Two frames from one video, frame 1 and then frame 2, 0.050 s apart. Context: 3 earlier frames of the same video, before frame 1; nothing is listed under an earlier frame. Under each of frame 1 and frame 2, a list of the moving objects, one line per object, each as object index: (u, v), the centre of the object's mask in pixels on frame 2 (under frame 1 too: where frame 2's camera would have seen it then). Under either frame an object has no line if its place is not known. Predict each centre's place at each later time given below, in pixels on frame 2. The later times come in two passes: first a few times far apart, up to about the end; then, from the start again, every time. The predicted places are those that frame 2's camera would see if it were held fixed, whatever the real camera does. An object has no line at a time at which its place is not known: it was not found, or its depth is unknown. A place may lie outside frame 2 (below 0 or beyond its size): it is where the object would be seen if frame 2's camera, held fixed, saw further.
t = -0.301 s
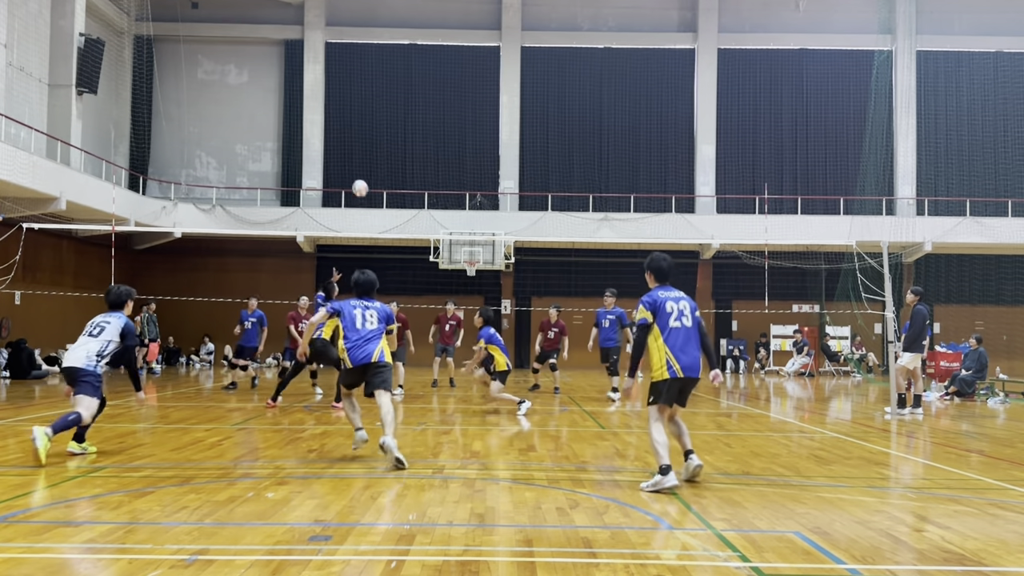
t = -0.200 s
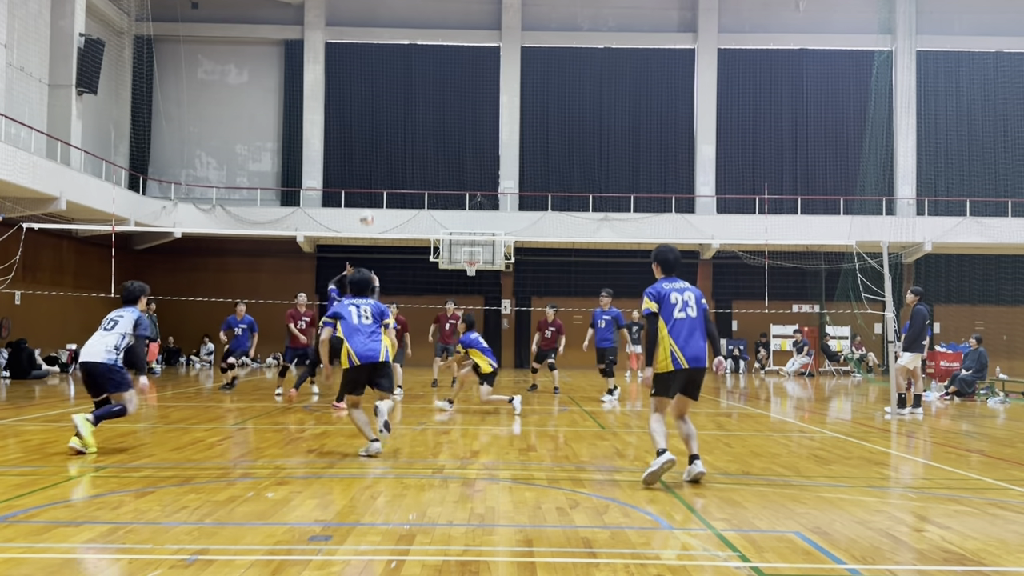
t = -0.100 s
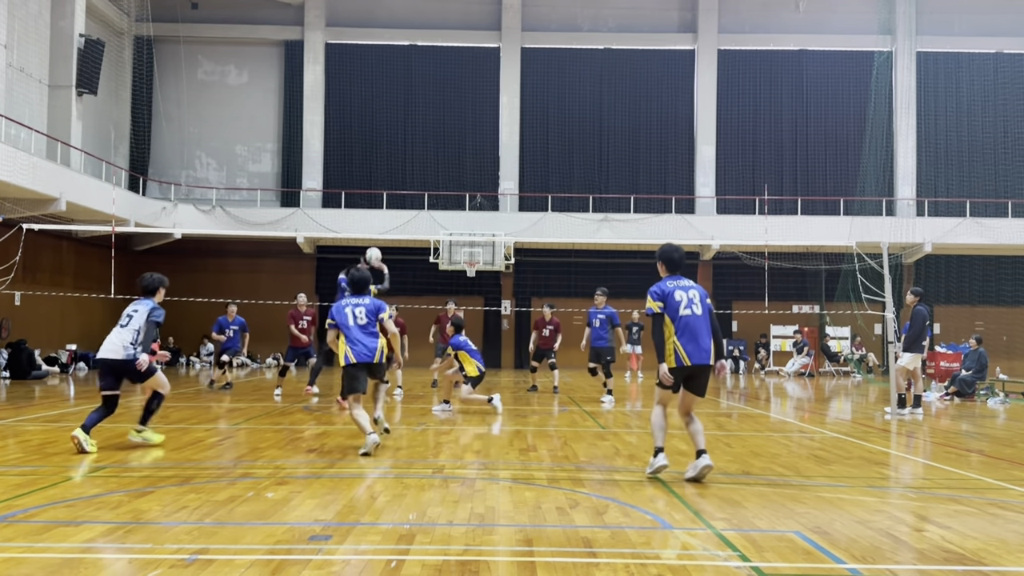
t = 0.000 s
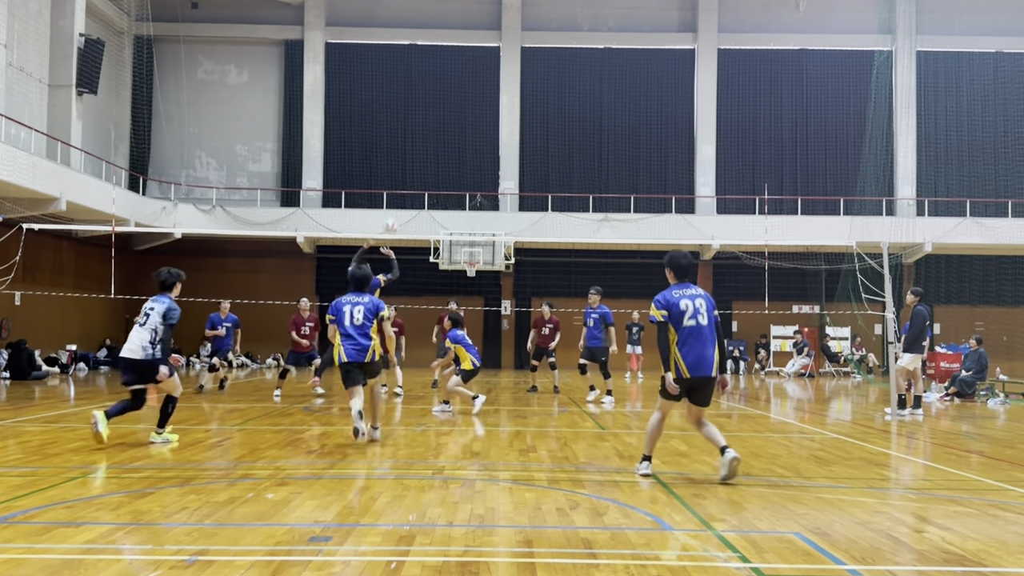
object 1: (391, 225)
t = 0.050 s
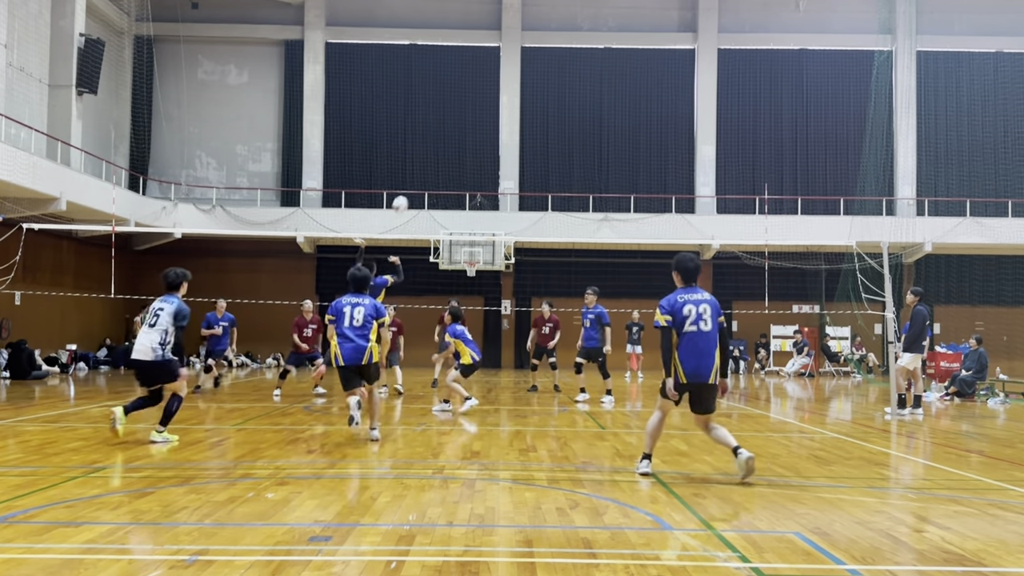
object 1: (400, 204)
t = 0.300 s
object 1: (445, 133)
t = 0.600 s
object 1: (493, 110)
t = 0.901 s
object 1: (538, 145)
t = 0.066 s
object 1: (403, 199)
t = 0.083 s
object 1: (406, 193)
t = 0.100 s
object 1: (409, 186)
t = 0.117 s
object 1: (412, 181)
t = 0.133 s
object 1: (416, 176)
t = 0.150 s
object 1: (419, 170)
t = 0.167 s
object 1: (422, 165)
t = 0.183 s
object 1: (425, 161)
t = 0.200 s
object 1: (428, 156)
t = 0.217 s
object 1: (431, 152)
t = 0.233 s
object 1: (434, 148)
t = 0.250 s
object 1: (437, 144)
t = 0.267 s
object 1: (439, 140)
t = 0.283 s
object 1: (442, 136)
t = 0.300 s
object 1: (445, 133)
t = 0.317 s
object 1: (448, 130)
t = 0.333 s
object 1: (451, 127)
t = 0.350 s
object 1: (453, 125)
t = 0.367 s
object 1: (456, 123)
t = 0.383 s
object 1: (459, 120)
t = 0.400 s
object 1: (462, 118)
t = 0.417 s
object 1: (465, 116)
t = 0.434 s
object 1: (467, 115)
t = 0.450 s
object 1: (470, 114)
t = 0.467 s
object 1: (473, 112)
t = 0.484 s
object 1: (476, 111)
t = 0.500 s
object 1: (478, 110)
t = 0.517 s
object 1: (481, 110)
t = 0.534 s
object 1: (483, 110)
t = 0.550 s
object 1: (486, 109)
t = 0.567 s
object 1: (489, 109)
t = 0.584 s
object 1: (491, 109)
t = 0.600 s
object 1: (493, 110)
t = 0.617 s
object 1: (496, 110)
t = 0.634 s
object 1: (498, 110)
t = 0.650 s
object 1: (501, 111)
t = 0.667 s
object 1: (503, 112)
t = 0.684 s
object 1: (506, 112)
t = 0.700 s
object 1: (509, 114)
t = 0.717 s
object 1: (511, 116)
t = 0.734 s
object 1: (514, 118)
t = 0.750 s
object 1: (517, 120)
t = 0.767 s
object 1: (519, 122)
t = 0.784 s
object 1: (522, 125)
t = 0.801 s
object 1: (524, 127)
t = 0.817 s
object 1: (526, 130)
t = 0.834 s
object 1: (528, 132)
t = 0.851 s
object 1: (531, 135)
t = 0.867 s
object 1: (533, 139)
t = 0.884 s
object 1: (535, 142)
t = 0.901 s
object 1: (538, 145)
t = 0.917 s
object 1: (540, 149)
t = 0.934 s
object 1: (542, 153)
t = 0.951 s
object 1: (544, 157)
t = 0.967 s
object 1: (547, 161)
